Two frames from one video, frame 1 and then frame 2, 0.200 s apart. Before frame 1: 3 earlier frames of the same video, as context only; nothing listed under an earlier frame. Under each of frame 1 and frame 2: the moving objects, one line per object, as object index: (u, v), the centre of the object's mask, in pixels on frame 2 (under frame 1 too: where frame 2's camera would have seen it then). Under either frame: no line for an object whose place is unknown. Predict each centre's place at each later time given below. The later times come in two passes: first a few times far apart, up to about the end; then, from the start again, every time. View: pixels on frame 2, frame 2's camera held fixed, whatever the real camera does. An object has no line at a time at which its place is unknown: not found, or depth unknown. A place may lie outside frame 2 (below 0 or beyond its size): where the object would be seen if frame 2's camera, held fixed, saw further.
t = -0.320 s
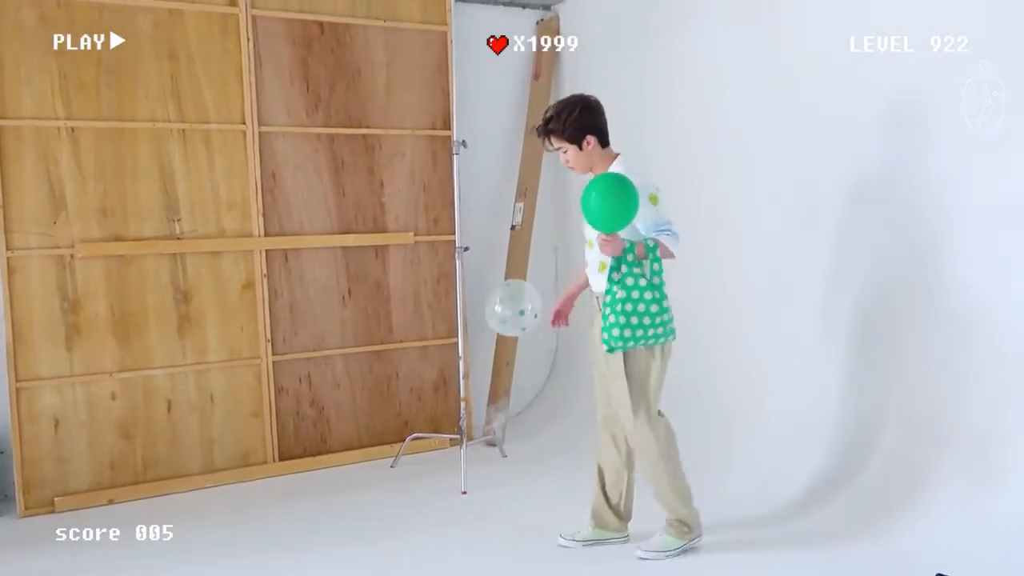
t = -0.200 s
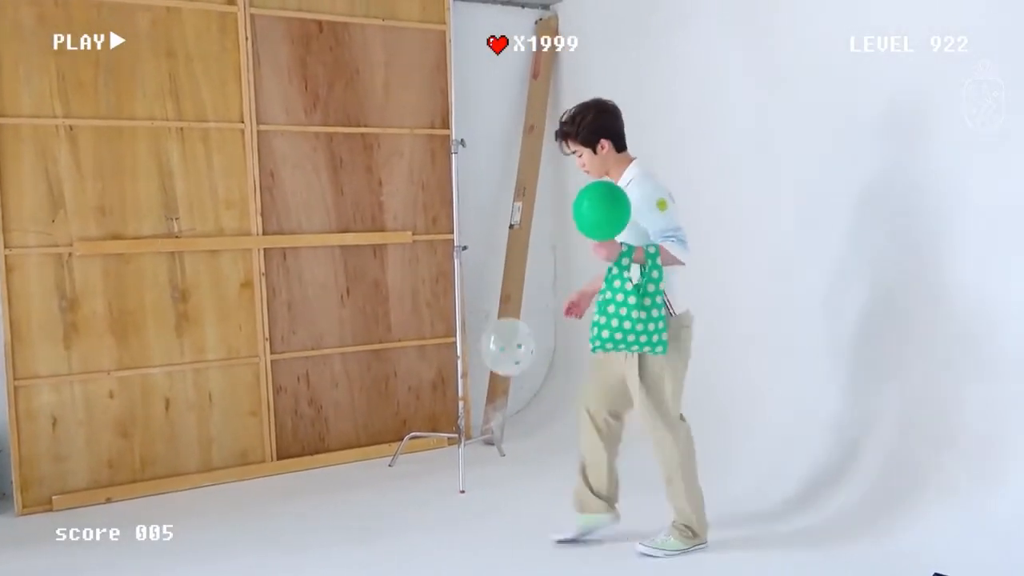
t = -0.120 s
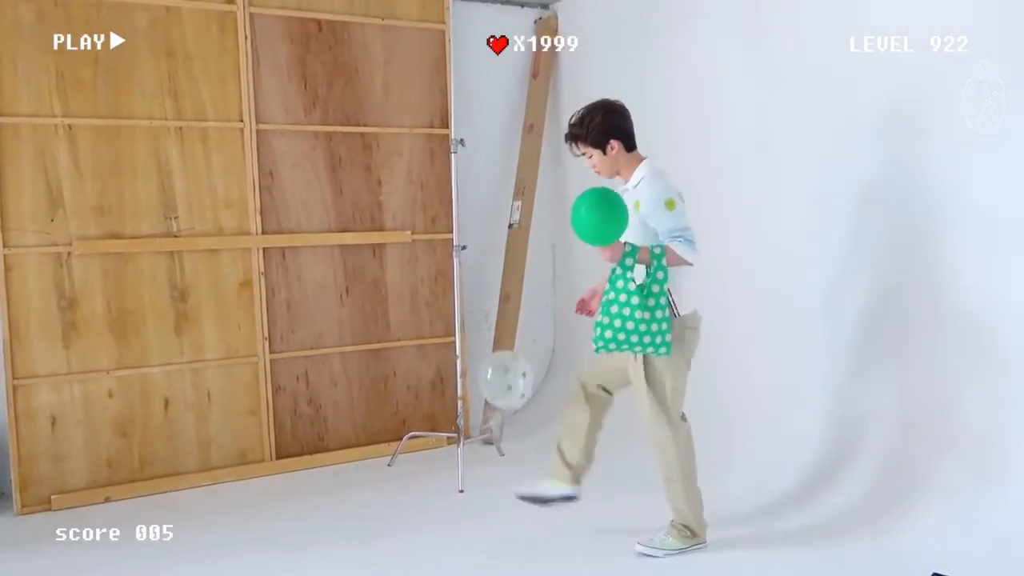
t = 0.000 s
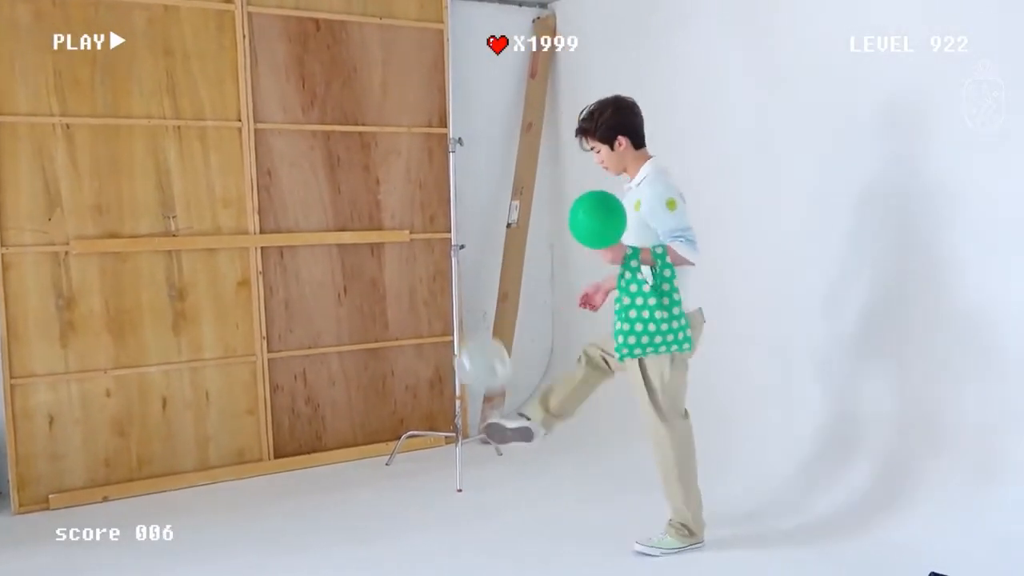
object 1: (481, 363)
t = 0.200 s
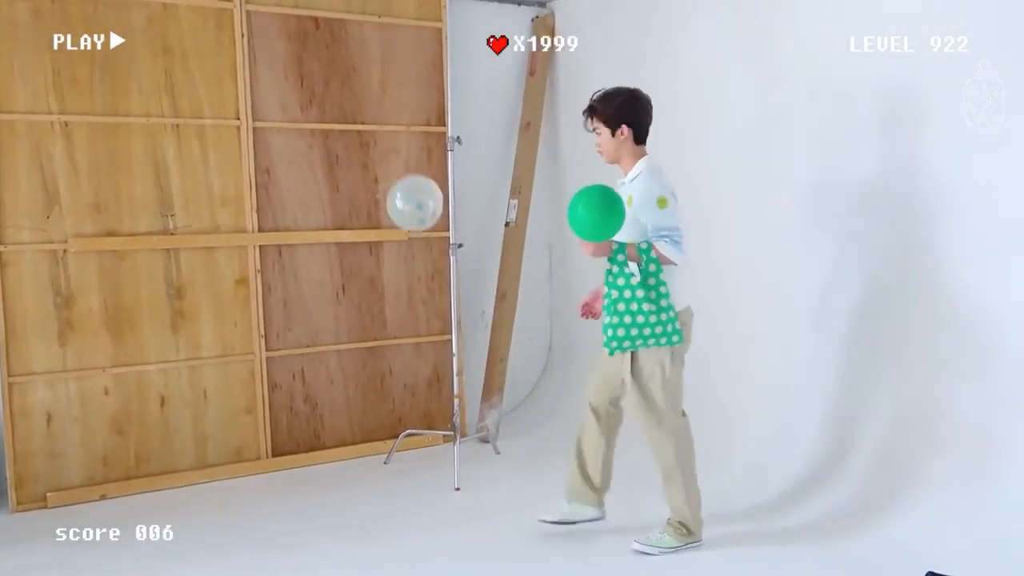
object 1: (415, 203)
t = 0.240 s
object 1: (407, 185)
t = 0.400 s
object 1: (390, 154)
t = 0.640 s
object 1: (368, 177)
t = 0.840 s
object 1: (366, 243)
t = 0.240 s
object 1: (407, 185)
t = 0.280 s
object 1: (403, 175)
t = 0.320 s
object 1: (397, 165)
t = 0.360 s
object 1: (393, 157)
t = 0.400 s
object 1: (390, 154)
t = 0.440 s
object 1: (386, 150)
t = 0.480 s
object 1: (382, 151)
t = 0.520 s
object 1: (377, 155)
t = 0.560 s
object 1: (373, 161)
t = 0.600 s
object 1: (371, 167)
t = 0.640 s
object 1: (368, 177)
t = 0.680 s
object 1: (367, 186)
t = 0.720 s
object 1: (365, 199)
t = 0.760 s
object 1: (365, 210)
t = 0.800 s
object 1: (365, 226)
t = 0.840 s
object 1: (366, 243)
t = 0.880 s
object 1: (367, 259)
